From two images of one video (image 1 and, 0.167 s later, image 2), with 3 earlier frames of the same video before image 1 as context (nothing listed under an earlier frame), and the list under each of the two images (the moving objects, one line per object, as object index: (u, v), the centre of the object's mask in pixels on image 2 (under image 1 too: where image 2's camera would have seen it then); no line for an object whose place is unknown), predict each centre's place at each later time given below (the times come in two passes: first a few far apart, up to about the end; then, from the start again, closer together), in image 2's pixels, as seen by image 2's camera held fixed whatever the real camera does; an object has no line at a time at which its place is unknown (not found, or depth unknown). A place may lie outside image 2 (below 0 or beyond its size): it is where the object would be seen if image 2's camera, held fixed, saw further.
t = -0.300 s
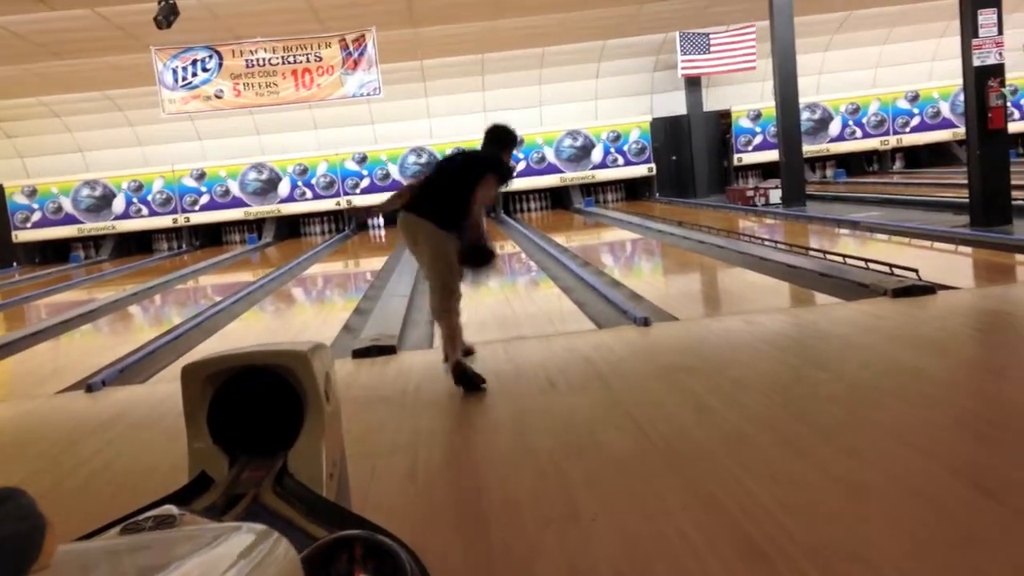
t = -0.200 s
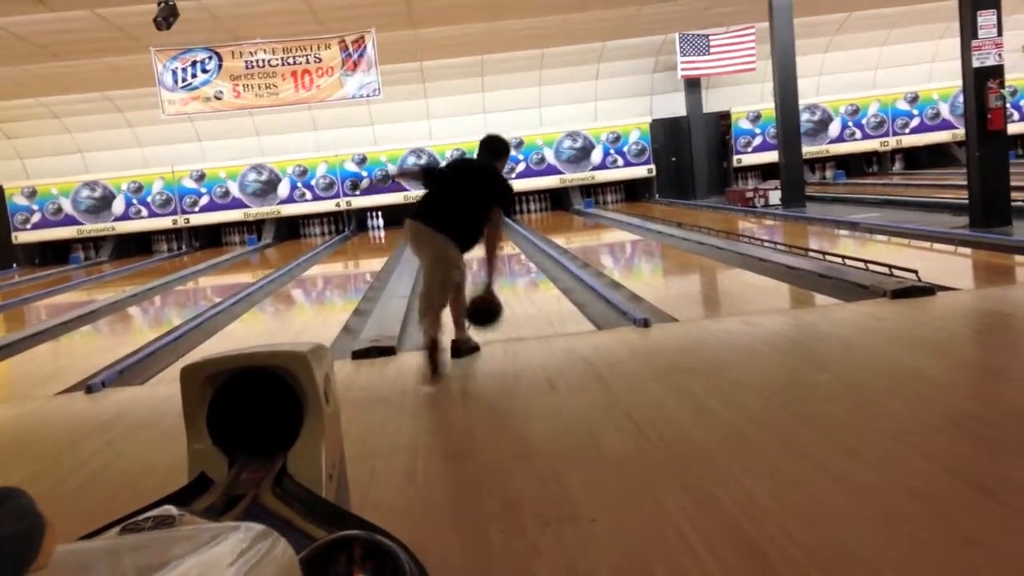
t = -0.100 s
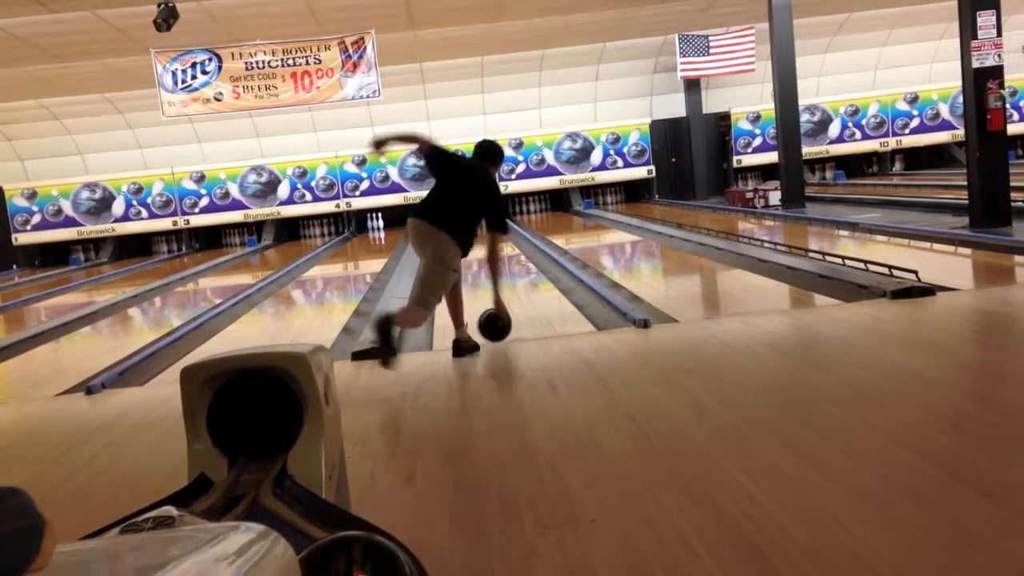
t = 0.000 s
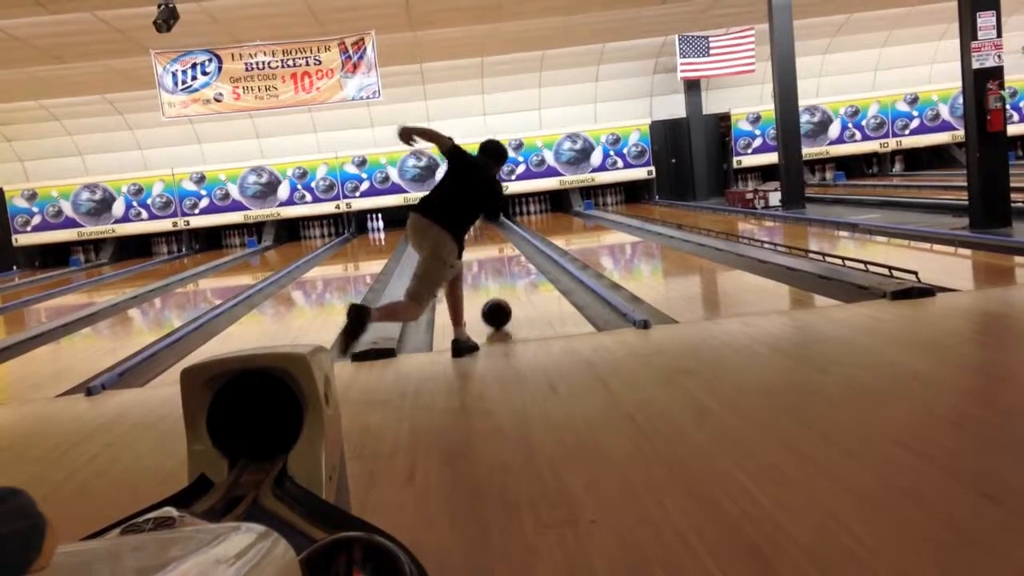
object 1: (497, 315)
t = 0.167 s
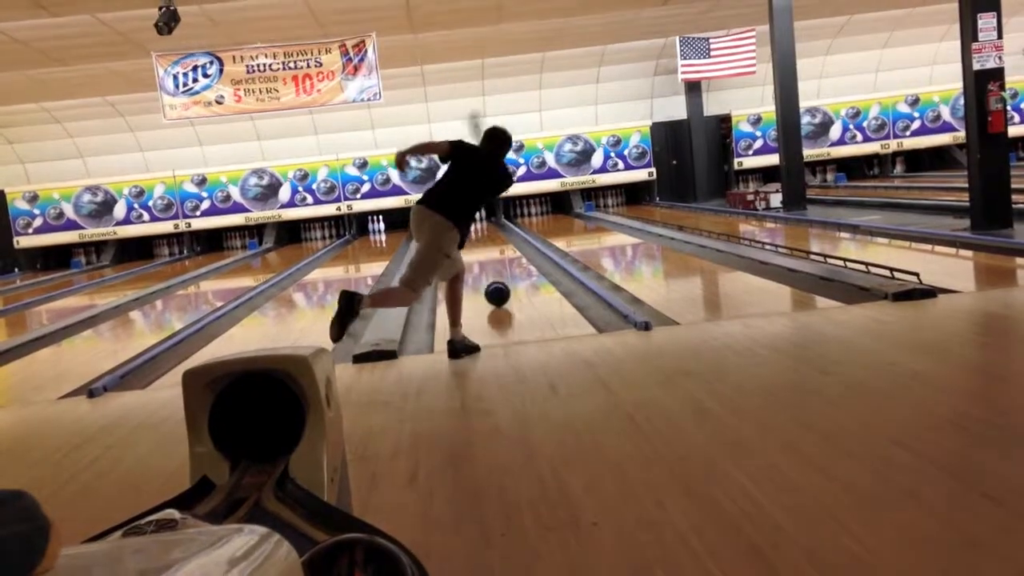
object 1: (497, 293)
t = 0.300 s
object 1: (497, 280)
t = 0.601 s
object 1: (495, 260)
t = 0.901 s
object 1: (493, 247)
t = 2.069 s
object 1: (477, 221)
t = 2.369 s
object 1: (467, 218)
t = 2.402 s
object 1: (467, 217)
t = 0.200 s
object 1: (497, 290)
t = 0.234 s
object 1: (497, 286)
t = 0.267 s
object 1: (497, 283)
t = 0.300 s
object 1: (497, 280)
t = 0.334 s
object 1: (496, 278)
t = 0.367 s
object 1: (496, 275)
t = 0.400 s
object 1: (496, 273)
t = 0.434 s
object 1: (496, 270)
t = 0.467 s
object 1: (496, 268)
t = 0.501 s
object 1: (496, 266)
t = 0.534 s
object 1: (495, 264)
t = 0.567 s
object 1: (495, 262)
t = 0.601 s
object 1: (495, 260)
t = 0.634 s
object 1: (495, 258)
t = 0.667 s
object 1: (494, 257)
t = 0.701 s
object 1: (494, 255)
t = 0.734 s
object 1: (494, 253)
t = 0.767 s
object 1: (494, 252)
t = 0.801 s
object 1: (493, 251)
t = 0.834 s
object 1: (494, 249)
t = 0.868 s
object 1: (493, 248)
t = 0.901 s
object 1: (493, 247)
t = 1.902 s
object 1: (480, 222)
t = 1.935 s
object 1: (478, 222)
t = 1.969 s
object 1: (478, 221)
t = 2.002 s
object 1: (477, 221)
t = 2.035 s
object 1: (477, 220)
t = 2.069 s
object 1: (477, 221)
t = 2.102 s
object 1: (475, 220)
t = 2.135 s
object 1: (475, 220)
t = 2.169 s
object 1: (473, 219)
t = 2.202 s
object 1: (471, 219)
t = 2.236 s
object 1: (470, 219)
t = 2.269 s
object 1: (470, 219)
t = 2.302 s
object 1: (469, 218)
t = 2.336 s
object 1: (468, 218)
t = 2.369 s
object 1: (467, 218)
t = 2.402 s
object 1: (467, 217)
